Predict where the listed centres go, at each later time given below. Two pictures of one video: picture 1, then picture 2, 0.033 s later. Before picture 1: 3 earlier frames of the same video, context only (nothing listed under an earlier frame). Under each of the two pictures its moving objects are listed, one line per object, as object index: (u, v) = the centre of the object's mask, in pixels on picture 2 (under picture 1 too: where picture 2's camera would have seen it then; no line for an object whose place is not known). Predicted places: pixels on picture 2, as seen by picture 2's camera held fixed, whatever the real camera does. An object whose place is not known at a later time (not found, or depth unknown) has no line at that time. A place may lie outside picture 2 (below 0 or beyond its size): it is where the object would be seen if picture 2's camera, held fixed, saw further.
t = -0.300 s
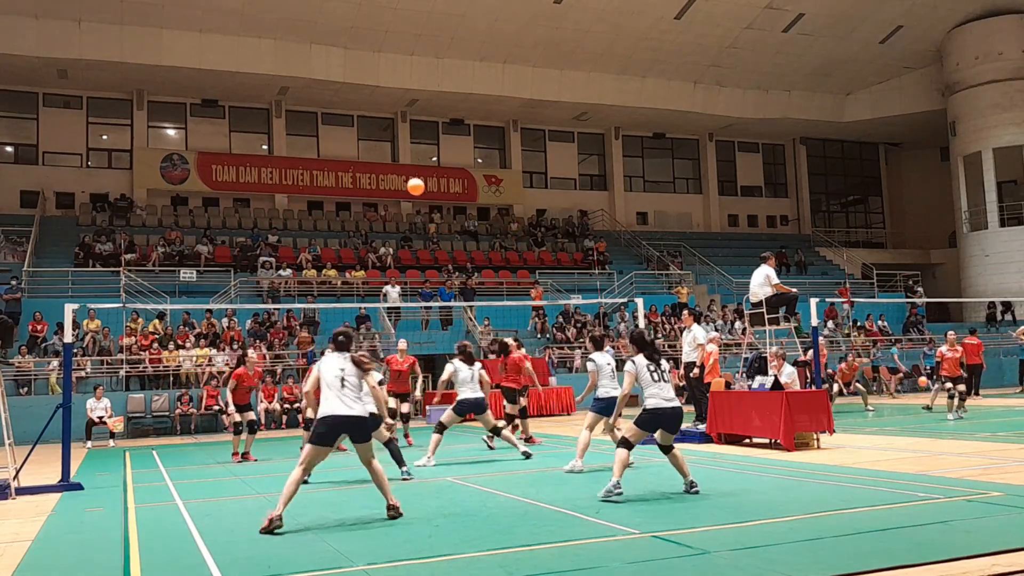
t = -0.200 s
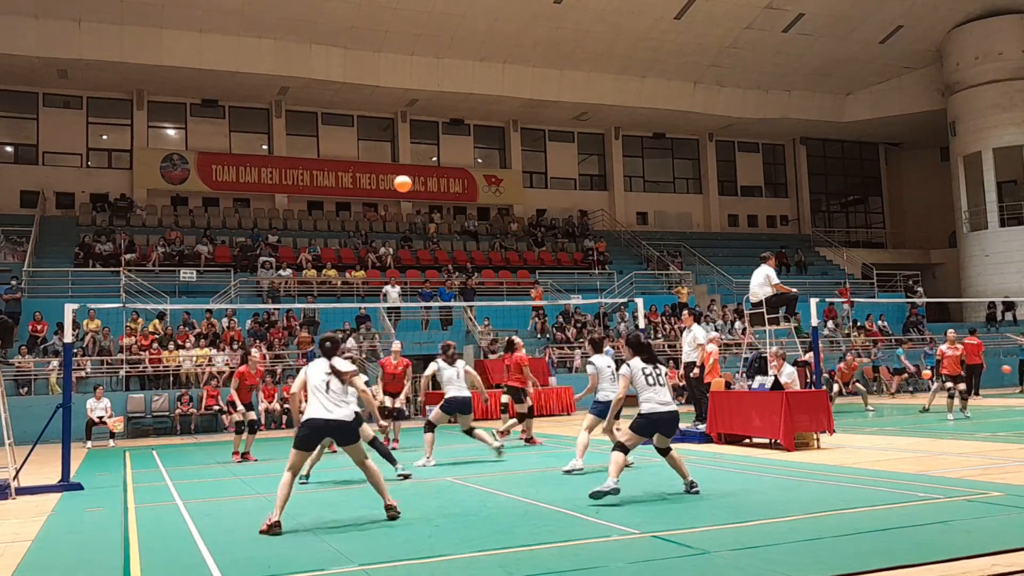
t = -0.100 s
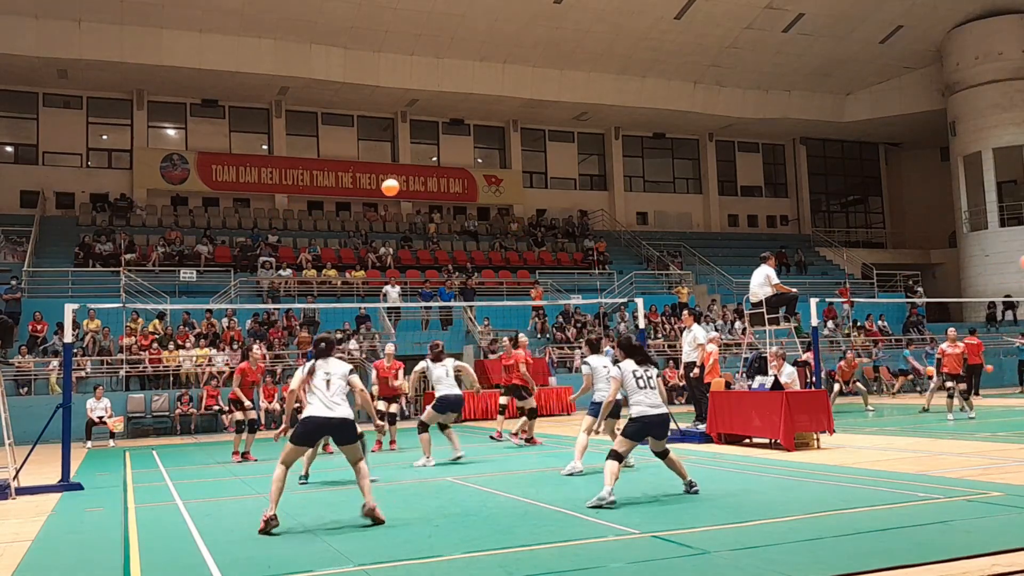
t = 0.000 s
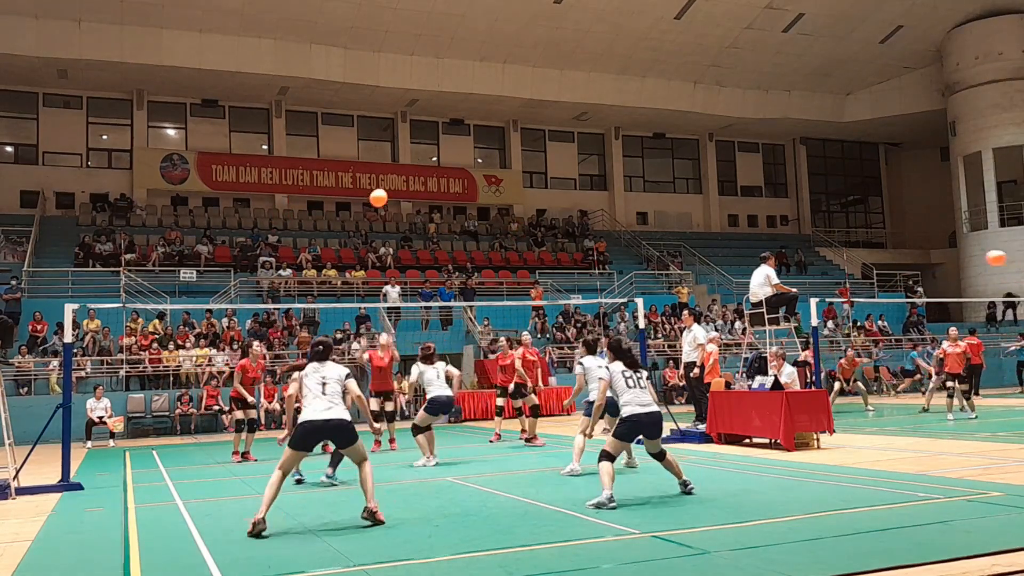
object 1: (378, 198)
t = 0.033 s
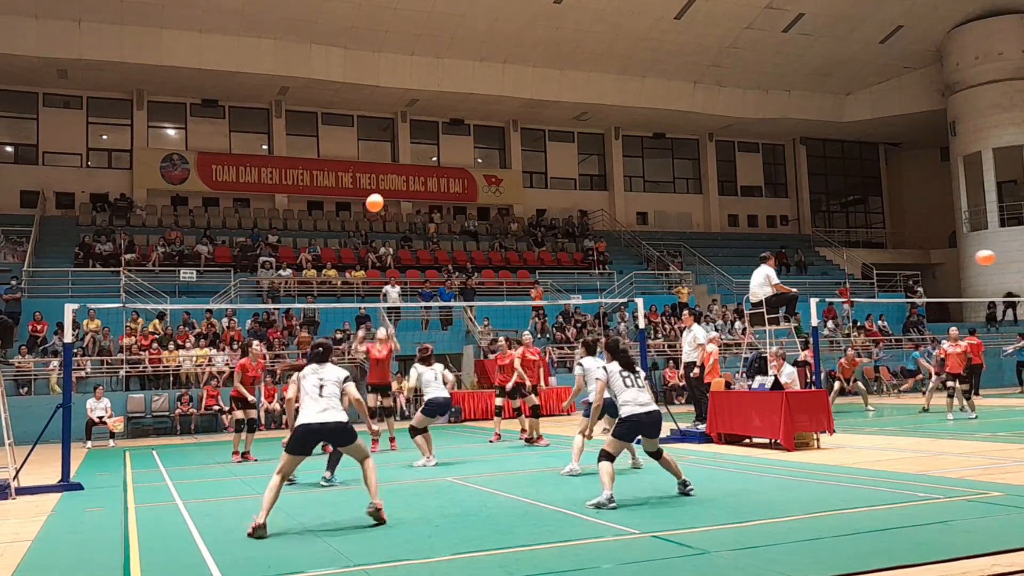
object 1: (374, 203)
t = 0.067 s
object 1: (371, 208)
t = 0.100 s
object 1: (367, 215)
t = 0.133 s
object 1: (363, 221)
